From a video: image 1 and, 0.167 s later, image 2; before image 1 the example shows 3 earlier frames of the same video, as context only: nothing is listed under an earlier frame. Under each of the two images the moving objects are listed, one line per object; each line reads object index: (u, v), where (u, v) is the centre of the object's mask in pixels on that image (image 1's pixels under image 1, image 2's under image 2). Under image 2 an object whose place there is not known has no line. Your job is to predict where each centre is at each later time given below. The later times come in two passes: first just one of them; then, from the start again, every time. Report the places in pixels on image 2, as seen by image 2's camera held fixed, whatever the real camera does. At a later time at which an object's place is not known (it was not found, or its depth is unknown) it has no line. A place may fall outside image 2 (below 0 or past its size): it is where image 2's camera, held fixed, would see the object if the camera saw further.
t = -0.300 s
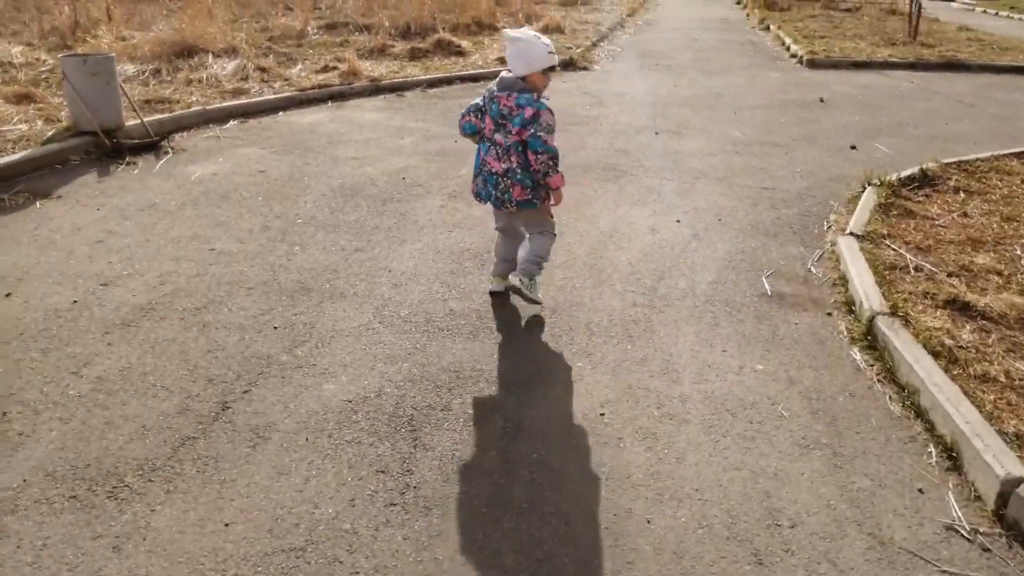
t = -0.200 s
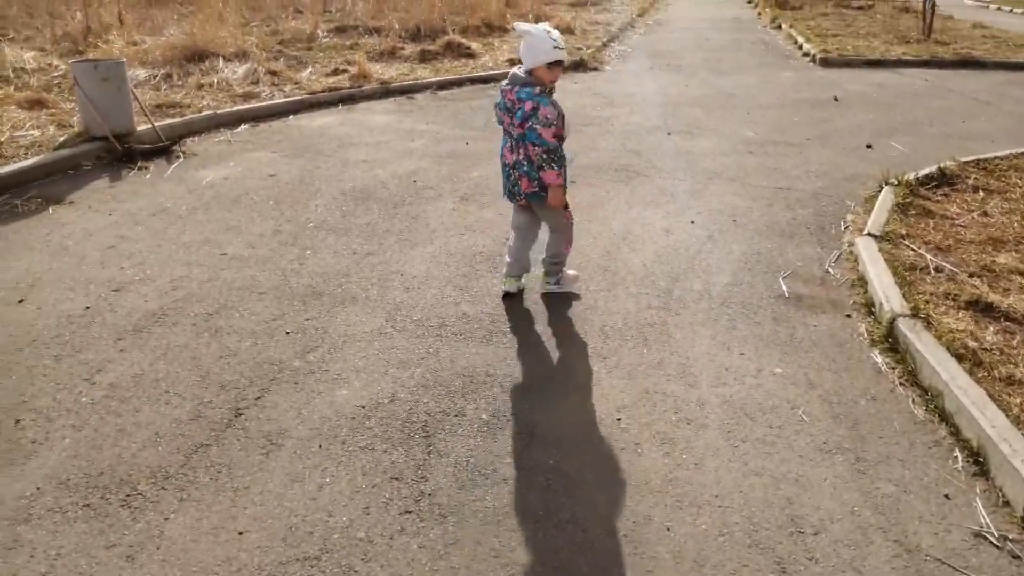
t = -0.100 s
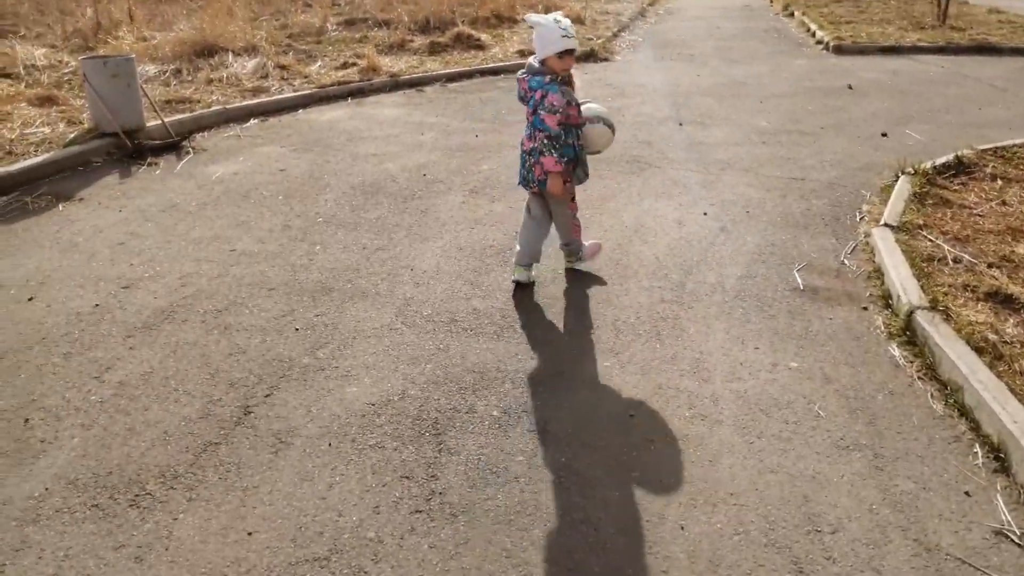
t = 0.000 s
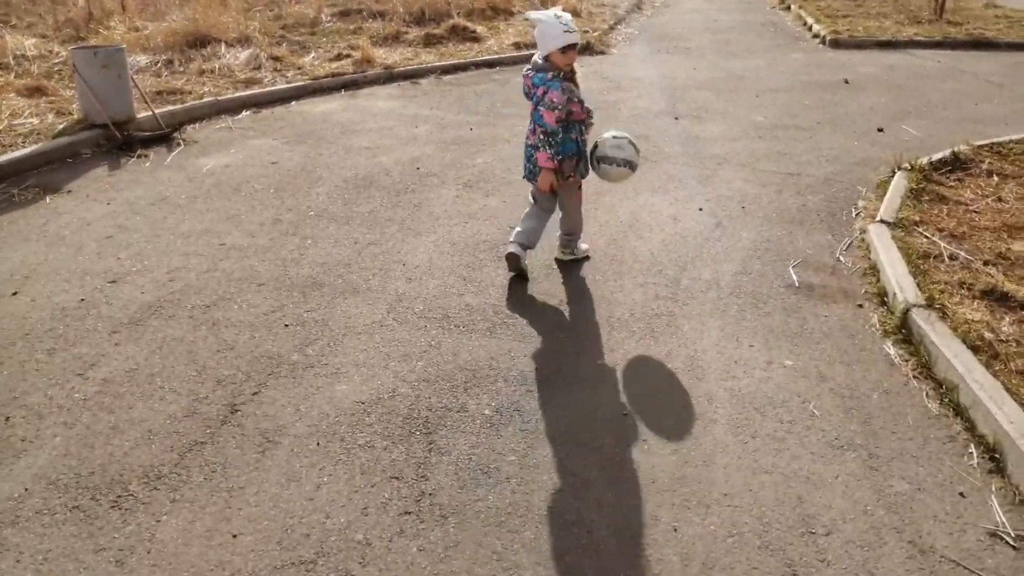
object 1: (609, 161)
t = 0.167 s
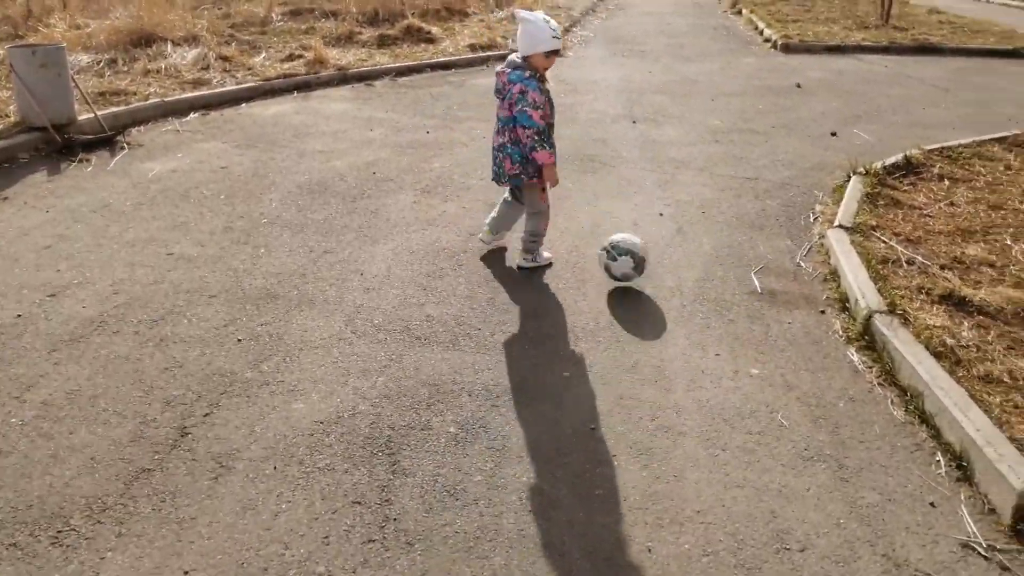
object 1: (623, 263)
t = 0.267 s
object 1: (644, 238)
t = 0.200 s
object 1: (629, 254)
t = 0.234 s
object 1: (635, 248)
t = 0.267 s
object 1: (644, 238)
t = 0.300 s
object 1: (656, 235)
